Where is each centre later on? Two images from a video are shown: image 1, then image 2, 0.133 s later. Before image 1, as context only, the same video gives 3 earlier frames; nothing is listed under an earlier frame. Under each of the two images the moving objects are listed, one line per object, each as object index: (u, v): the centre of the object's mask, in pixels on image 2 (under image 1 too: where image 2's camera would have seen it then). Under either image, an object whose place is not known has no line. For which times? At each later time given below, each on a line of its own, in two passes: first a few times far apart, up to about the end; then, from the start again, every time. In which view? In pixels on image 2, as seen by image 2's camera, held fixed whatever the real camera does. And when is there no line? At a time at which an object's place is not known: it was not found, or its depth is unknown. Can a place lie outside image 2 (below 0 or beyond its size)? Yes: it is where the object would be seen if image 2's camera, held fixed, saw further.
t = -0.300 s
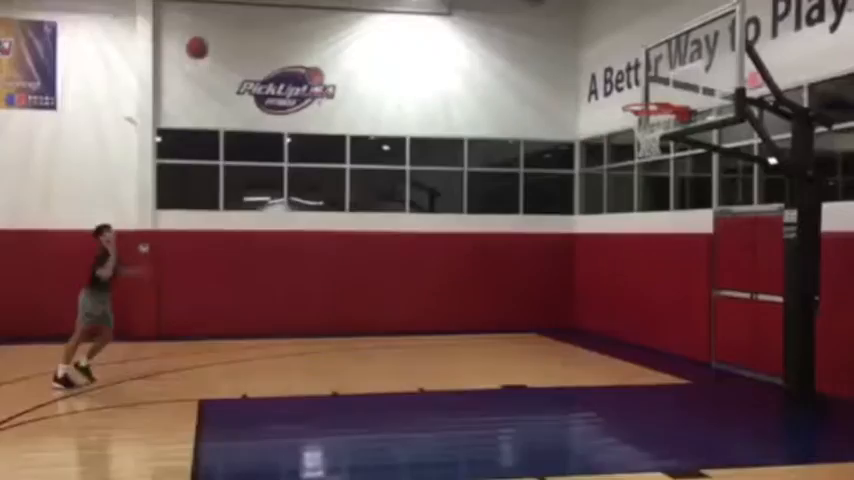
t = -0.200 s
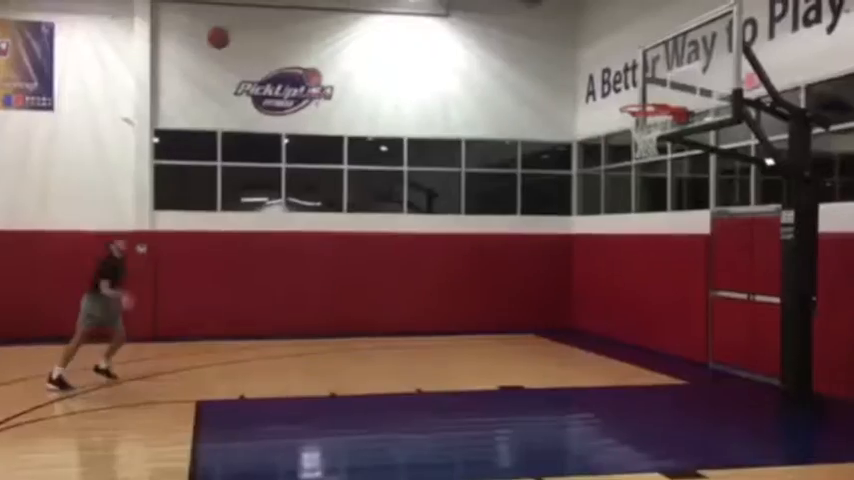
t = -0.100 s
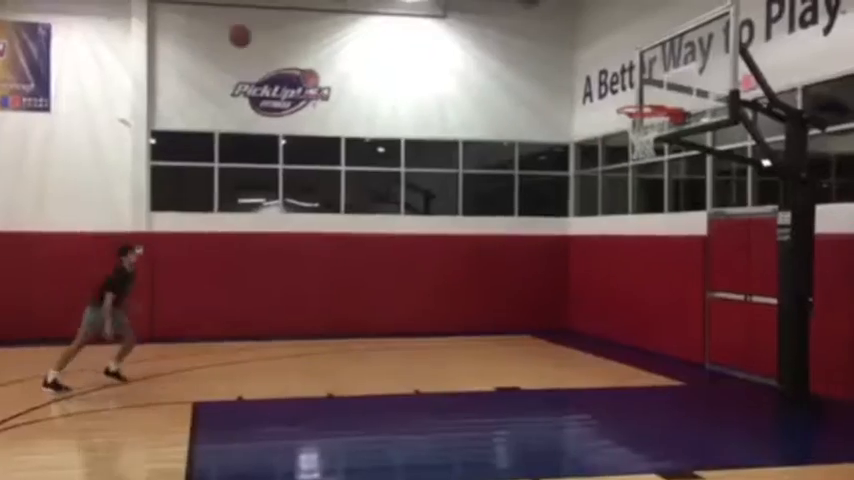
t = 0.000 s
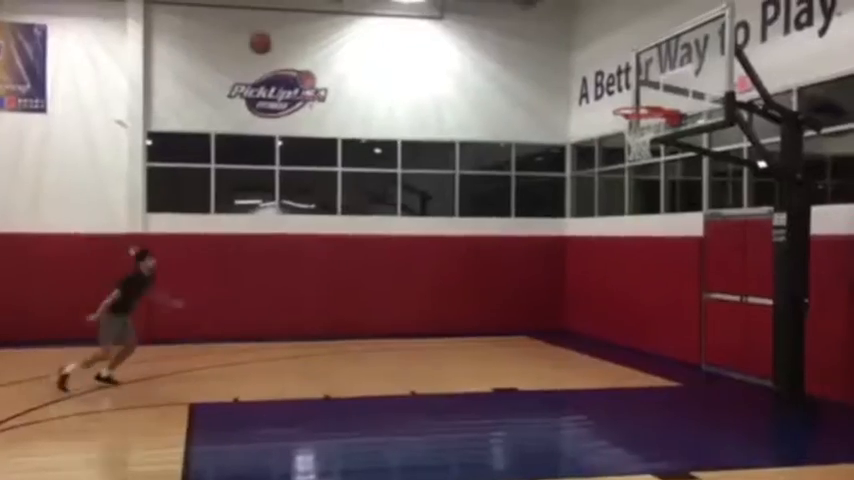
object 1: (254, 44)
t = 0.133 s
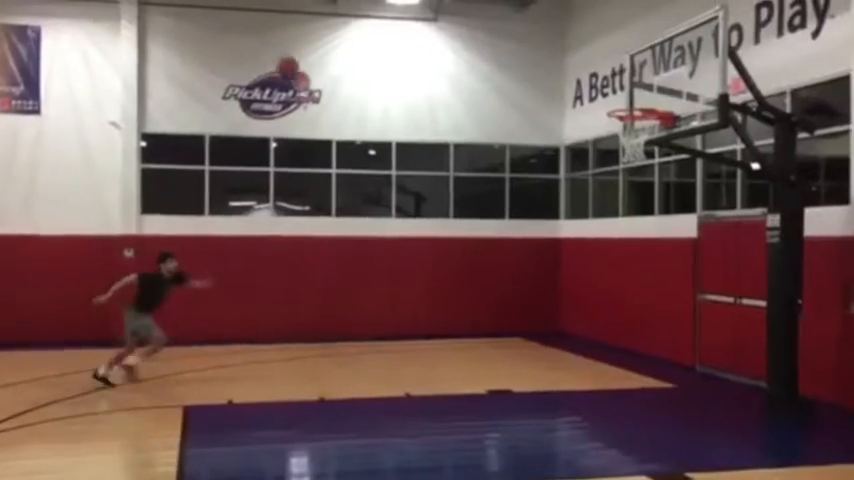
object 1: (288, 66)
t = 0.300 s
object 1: (329, 120)
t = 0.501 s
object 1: (381, 218)
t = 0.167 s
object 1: (297, 73)
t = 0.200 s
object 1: (303, 84)
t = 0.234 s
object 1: (313, 97)
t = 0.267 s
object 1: (321, 108)
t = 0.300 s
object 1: (329, 120)
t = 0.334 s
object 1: (338, 132)
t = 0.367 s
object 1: (345, 151)
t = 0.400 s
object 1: (356, 164)
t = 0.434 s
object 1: (363, 182)
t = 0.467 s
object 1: (372, 198)
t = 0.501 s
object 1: (381, 218)
